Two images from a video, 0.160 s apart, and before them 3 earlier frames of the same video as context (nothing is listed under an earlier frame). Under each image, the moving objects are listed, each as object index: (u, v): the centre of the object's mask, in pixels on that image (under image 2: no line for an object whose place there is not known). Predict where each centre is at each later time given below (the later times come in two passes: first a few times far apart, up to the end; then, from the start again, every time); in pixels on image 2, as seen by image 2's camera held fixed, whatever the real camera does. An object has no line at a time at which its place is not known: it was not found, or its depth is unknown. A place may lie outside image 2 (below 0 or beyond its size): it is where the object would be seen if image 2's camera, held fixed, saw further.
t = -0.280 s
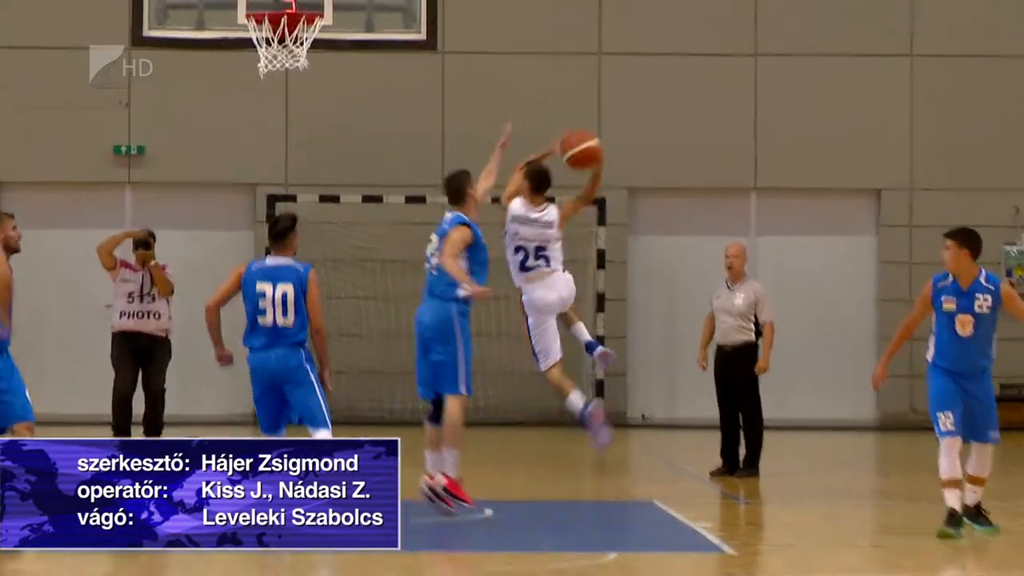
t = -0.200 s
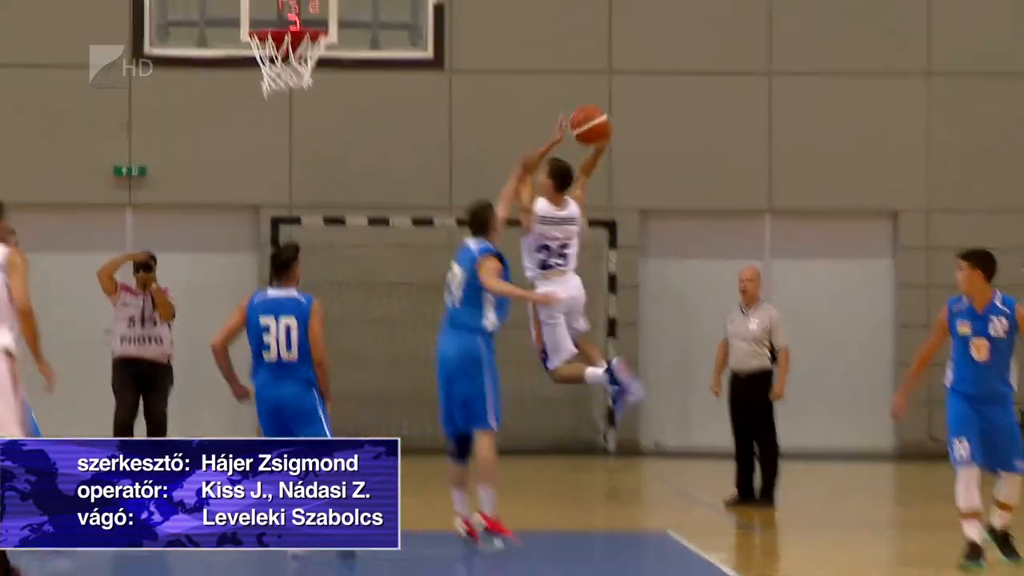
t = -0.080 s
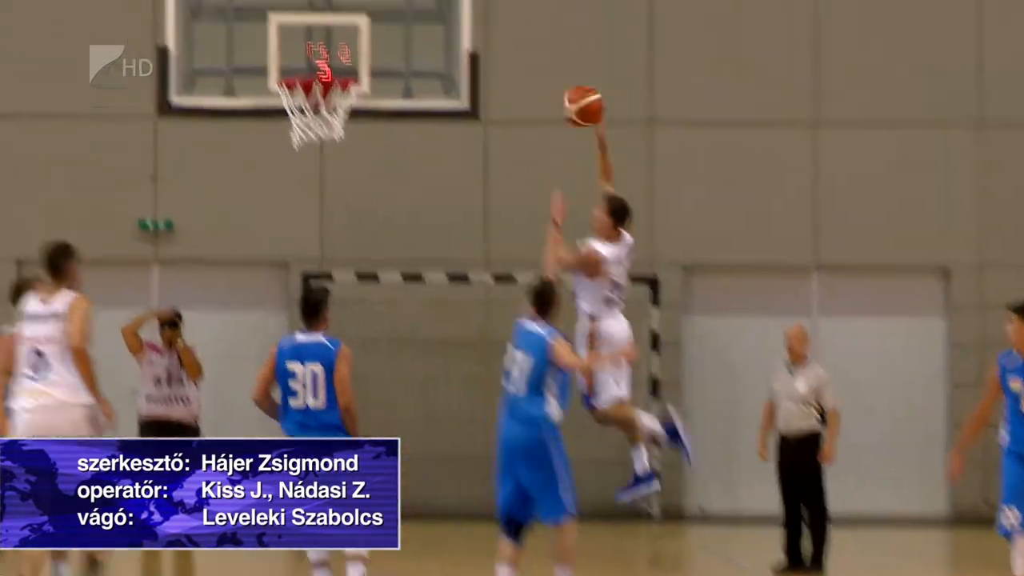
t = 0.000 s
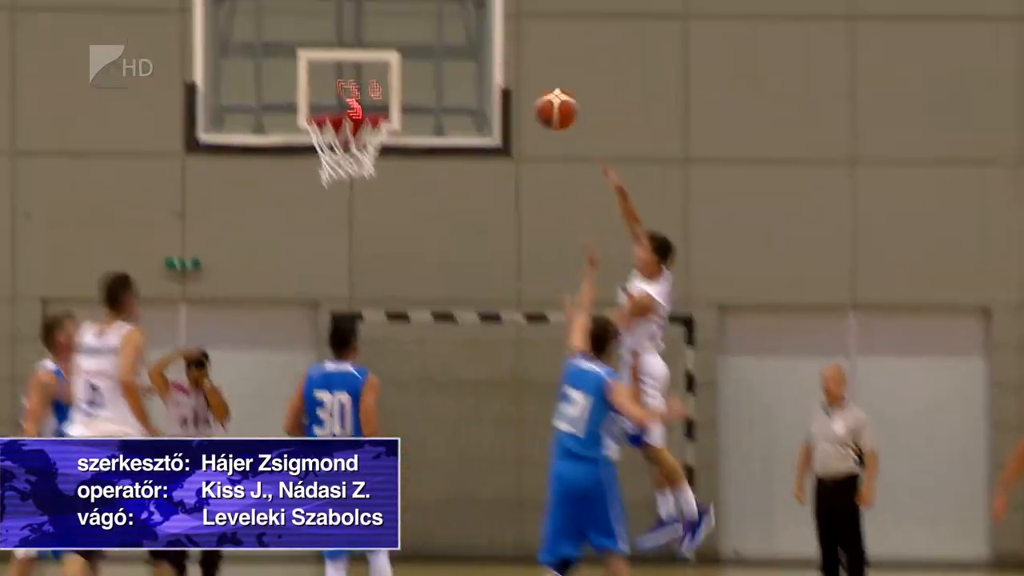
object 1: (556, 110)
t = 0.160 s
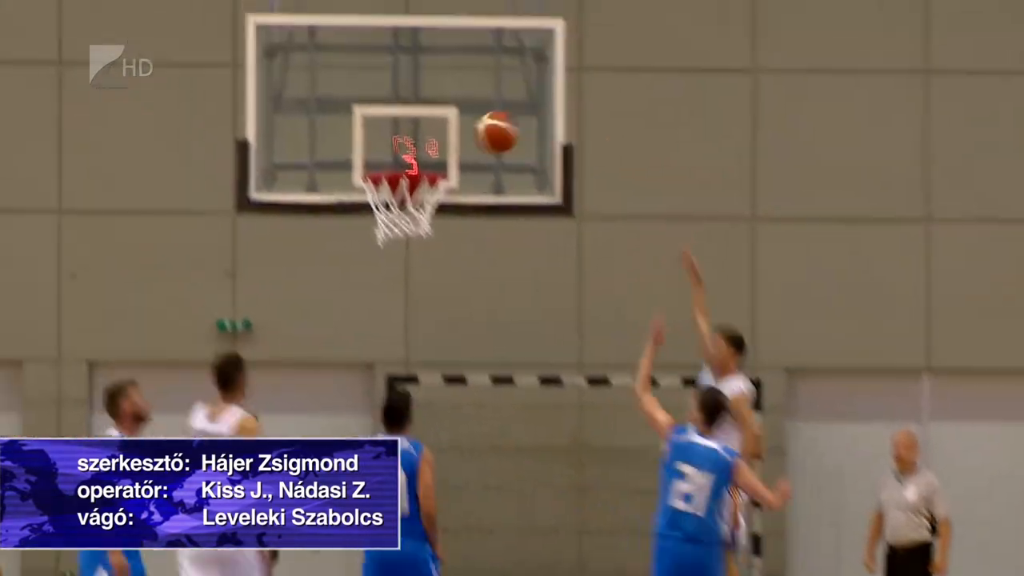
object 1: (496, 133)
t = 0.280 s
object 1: (431, 129)
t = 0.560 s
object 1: (384, 124)
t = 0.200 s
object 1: (466, 130)
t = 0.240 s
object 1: (447, 129)
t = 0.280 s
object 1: (431, 129)
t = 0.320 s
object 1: (415, 134)
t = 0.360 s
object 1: (400, 139)
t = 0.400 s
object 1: (384, 147)
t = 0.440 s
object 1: (373, 155)
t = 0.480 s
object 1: (376, 142)
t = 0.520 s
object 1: (380, 131)
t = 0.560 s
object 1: (384, 124)
